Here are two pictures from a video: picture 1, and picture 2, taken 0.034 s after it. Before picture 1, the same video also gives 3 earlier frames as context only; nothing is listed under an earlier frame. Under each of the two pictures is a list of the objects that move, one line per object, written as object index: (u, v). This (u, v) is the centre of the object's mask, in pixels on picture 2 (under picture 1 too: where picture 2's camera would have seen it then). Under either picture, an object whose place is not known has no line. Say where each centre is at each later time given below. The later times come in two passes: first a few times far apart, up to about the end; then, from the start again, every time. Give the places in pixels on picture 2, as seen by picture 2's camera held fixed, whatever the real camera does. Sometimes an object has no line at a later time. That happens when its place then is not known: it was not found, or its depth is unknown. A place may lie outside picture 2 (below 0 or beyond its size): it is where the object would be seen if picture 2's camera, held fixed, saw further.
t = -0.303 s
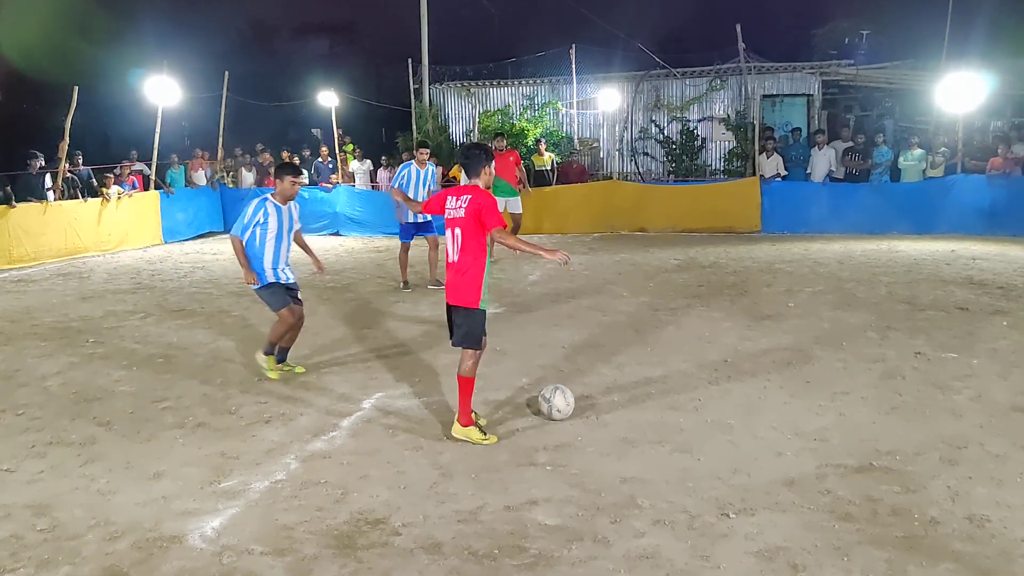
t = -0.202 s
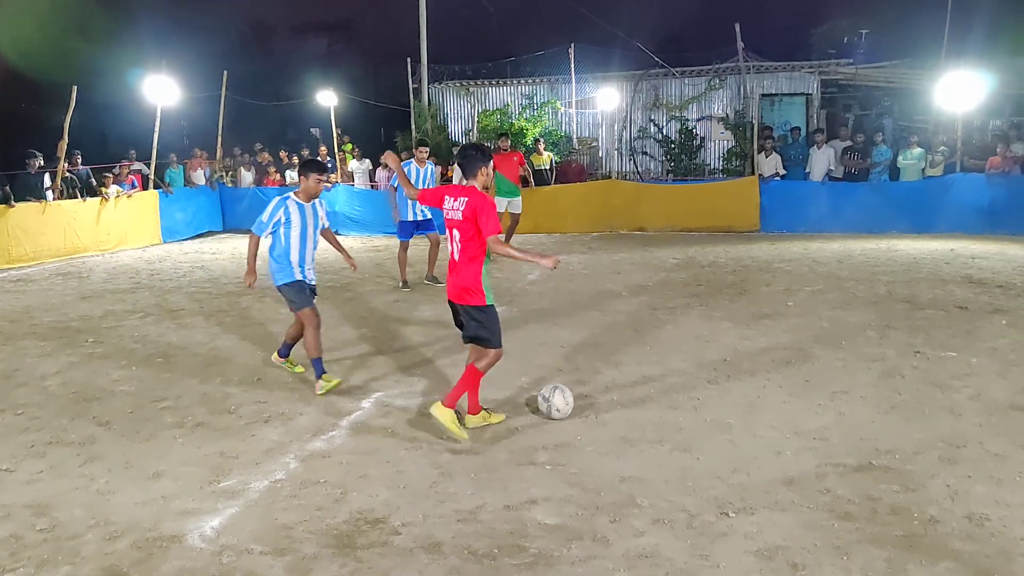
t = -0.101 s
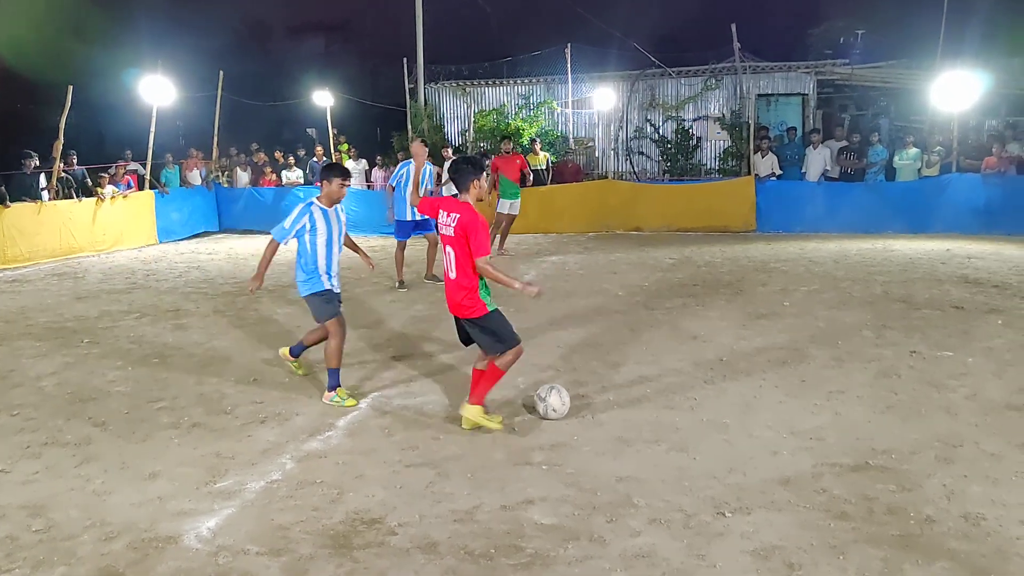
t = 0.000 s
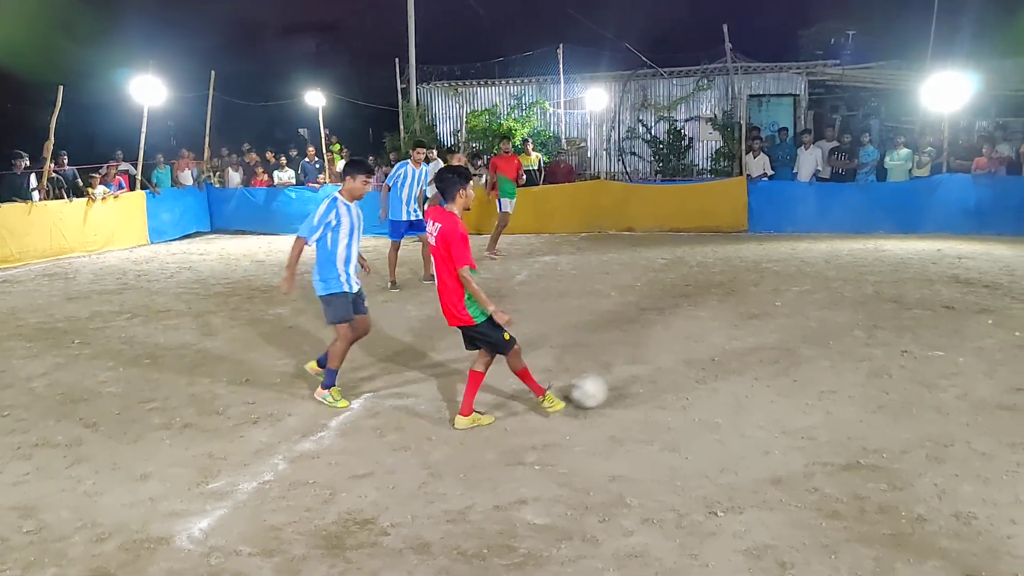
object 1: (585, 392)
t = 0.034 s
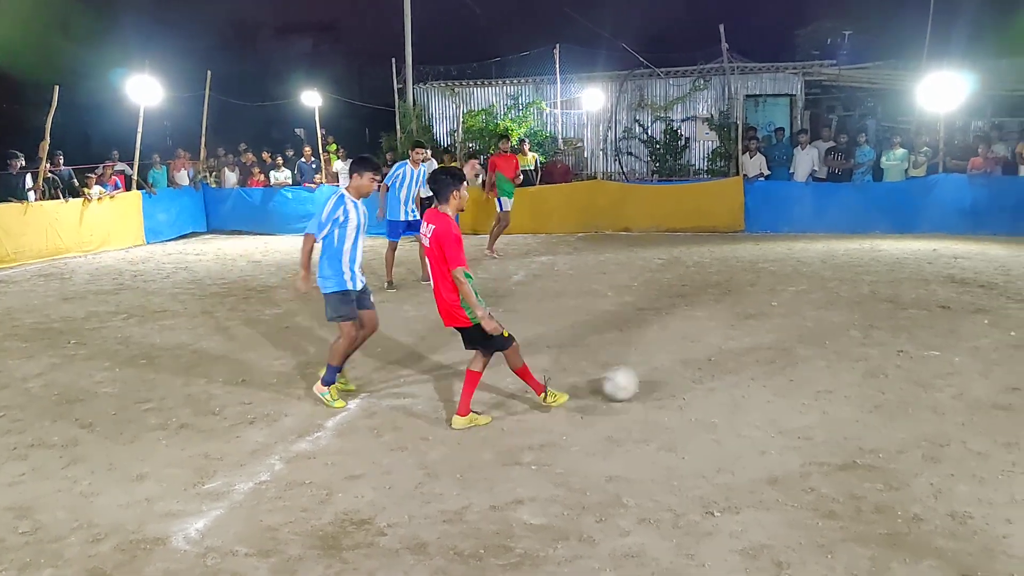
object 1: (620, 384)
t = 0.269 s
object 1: (813, 349)
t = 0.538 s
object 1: (956, 319)
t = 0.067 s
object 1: (653, 378)
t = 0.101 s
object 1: (683, 375)
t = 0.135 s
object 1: (713, 371)
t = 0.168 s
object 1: (740, 363)
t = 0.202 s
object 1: (766, 356)
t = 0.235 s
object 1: (789, 352)
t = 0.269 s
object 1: (813, 349)
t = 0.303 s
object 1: (836, 347)
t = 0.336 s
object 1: (858, 344)
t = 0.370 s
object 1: (875, 337)
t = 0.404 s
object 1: (892, 330)
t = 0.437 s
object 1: (910, 325)
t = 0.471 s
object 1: (925, 321)
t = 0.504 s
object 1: (941, 320)
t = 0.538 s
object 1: (956, 319)
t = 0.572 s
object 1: (971, 320)
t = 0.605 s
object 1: (985, 323)
